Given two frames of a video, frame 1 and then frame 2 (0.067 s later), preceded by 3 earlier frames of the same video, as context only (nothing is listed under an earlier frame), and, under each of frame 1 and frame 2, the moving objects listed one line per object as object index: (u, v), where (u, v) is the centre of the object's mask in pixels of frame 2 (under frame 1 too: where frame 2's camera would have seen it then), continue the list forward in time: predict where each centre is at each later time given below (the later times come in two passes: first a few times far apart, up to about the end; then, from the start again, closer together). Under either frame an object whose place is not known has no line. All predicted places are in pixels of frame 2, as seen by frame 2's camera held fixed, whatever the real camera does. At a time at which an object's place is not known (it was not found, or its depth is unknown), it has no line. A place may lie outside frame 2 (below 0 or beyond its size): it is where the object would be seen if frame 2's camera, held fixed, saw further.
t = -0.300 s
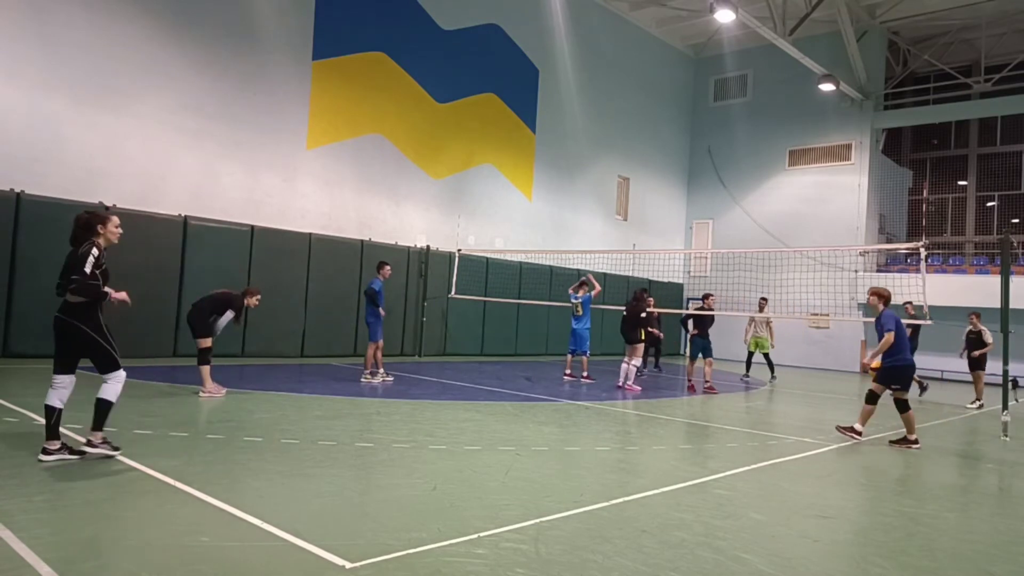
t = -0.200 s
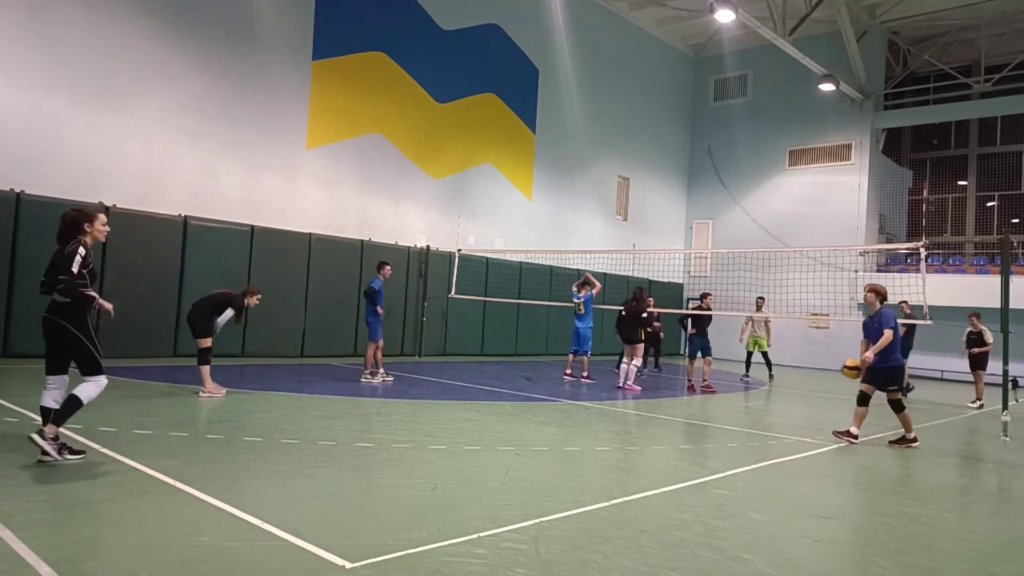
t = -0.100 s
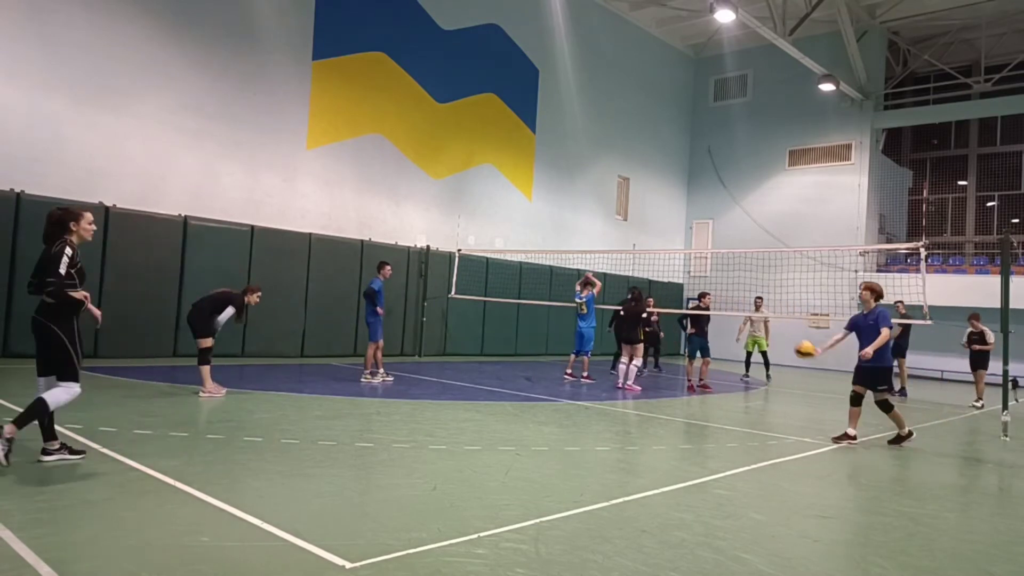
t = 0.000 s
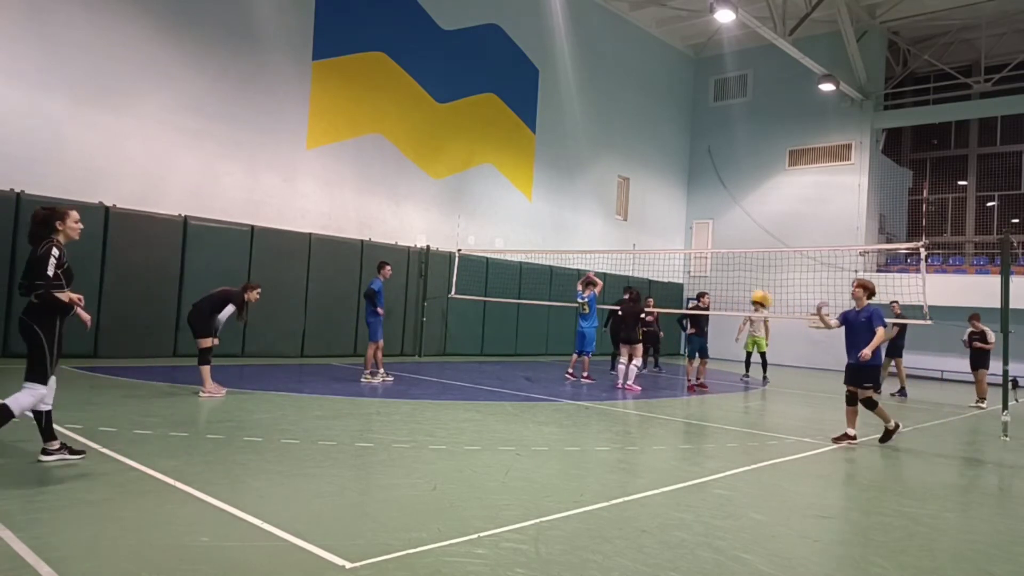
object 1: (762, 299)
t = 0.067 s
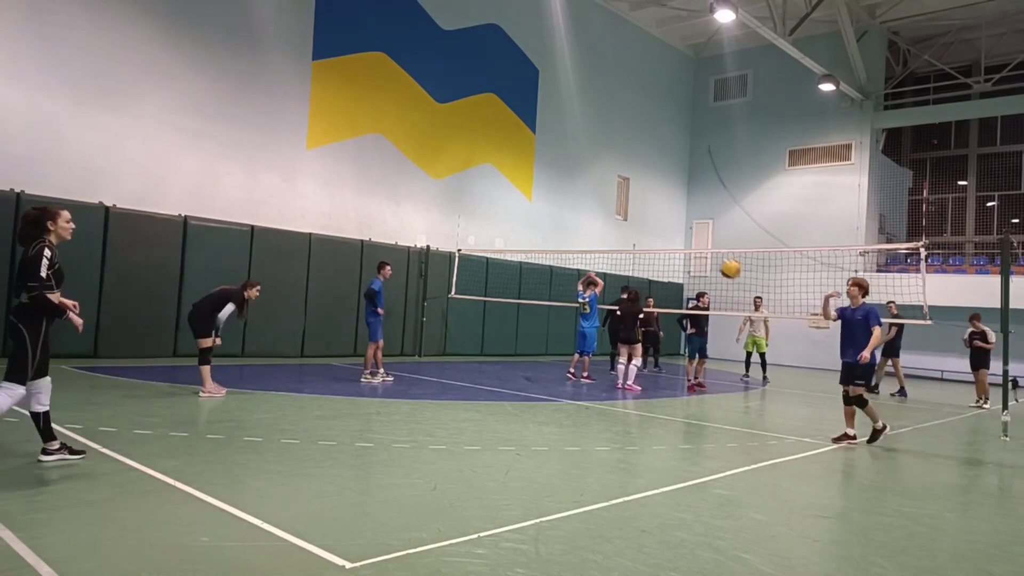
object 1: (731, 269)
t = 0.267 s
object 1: (625, 191)
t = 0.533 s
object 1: (448, 144)
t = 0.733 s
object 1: (275, 163)
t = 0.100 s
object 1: (715, 254)
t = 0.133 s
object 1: (698, 240)
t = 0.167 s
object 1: (681, 226)
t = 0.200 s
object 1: (663, 214)
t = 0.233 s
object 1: (645, 203)
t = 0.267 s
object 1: (625, 191)
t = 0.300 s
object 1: (606, 183)
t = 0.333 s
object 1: (586, 174)
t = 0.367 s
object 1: (565, 166)
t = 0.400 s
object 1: (544, 159)
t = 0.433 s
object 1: (520, 154)
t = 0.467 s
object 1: (497, 149)
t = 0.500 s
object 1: (473, 146)
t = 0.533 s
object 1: (448, 144)
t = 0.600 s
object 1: (395, 144)
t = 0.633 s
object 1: (367, 146)
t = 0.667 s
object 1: (337, 150)
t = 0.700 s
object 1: (305, 156)
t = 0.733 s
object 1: (275, 163)
